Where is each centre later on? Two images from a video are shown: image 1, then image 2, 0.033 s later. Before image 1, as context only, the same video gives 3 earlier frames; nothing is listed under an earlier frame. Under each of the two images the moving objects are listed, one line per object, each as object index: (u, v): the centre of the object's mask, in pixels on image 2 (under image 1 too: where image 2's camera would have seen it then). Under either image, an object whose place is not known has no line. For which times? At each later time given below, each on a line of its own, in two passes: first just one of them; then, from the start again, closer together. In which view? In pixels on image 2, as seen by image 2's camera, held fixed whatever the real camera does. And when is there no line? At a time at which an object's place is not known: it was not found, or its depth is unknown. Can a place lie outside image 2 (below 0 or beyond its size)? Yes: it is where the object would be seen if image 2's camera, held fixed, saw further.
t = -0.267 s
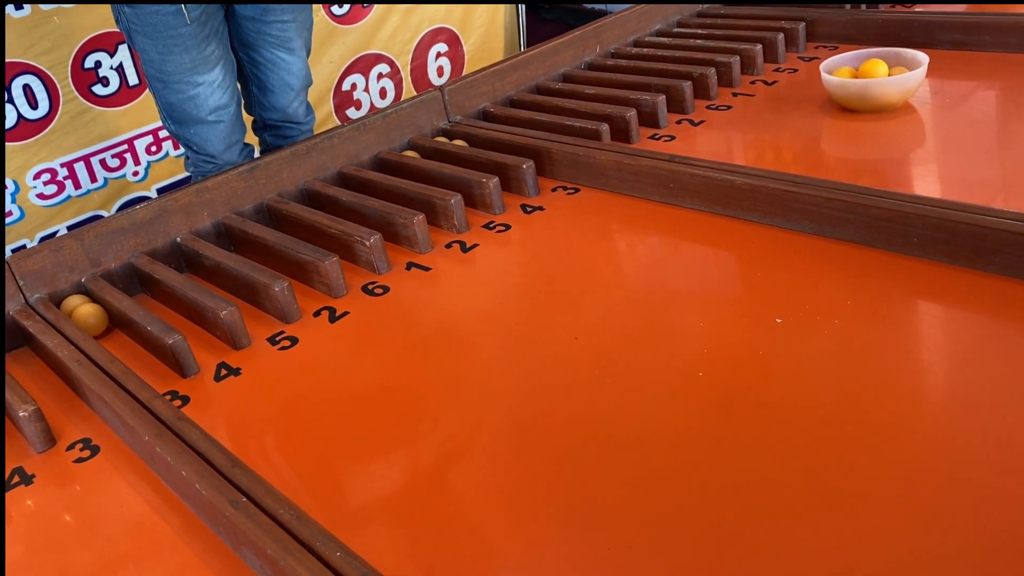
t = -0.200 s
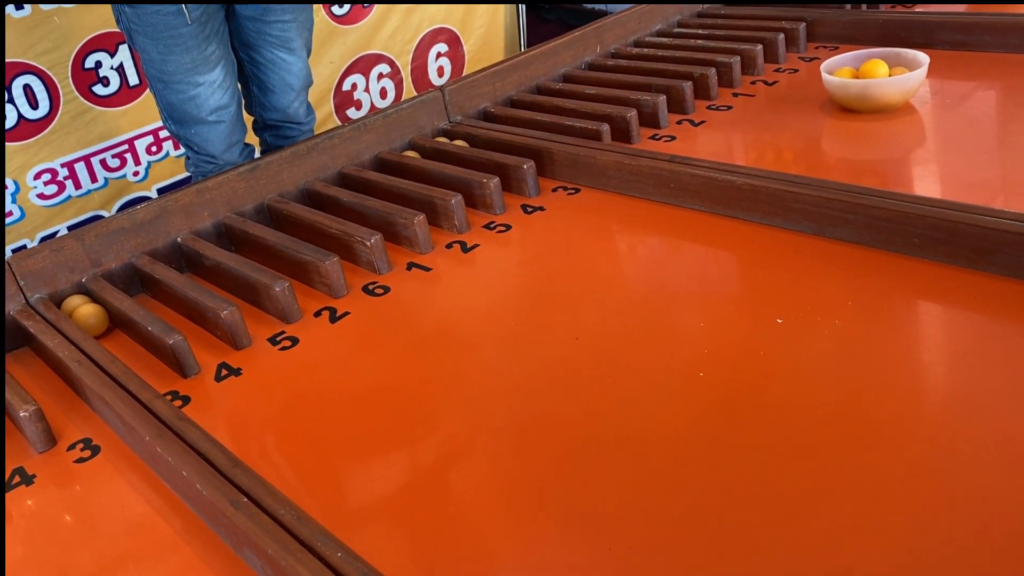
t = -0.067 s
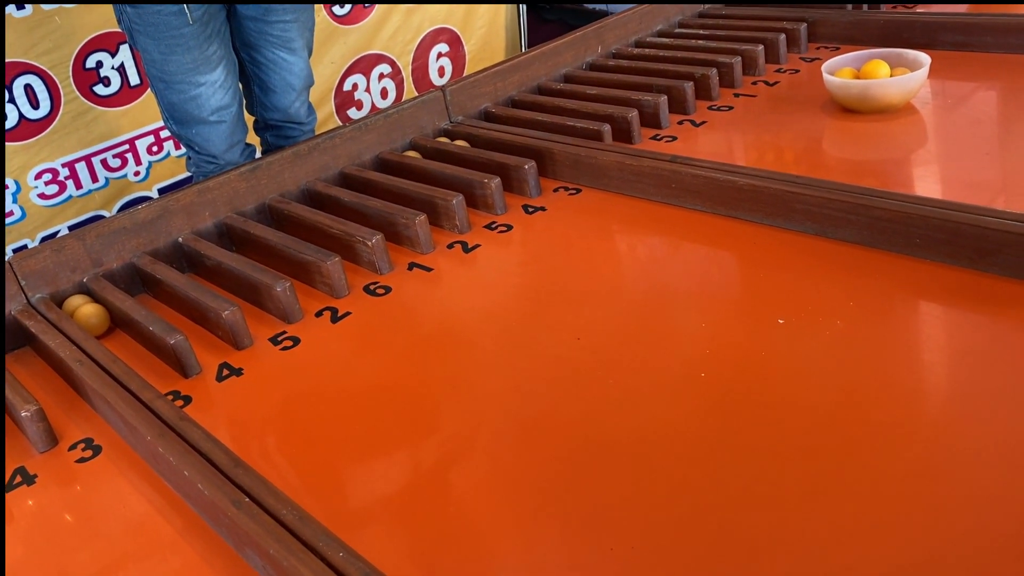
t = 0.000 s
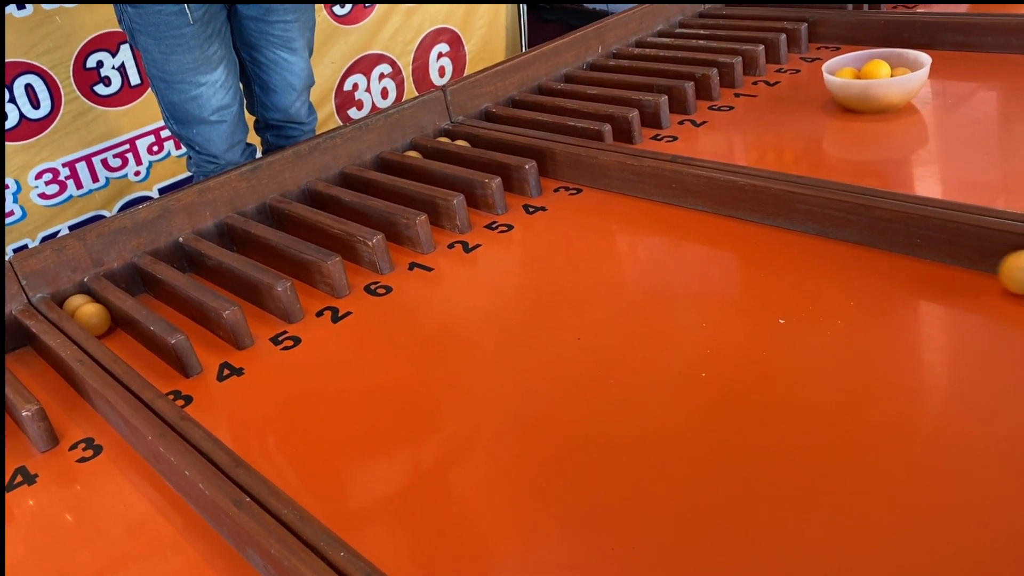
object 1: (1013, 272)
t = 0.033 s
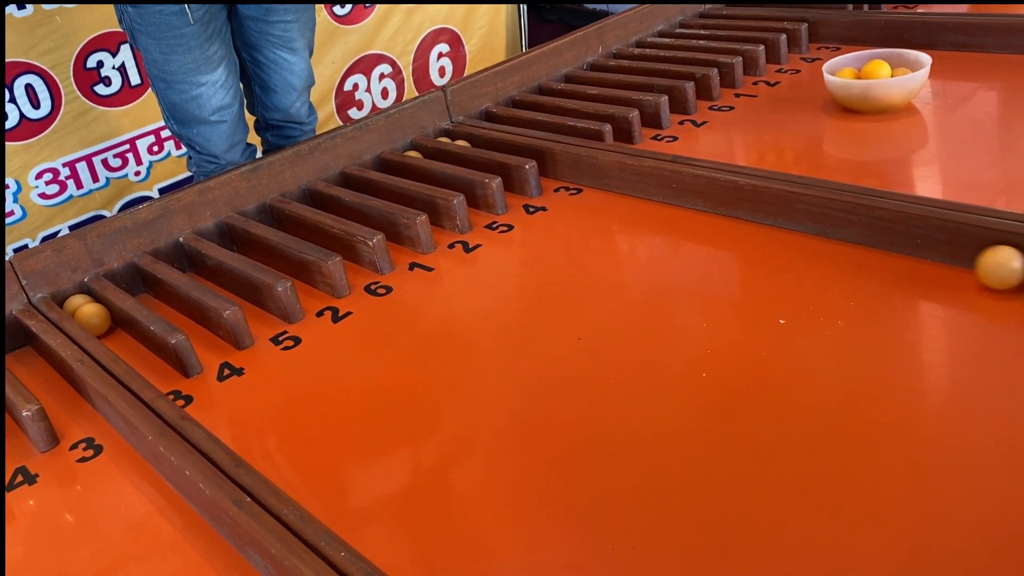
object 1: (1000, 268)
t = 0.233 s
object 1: (859, 237)
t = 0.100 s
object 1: (953, 257)
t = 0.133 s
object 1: (929, 252)
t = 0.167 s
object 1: (906, 247)
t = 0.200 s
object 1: (883, 242)
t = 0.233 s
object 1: (859, 237)
